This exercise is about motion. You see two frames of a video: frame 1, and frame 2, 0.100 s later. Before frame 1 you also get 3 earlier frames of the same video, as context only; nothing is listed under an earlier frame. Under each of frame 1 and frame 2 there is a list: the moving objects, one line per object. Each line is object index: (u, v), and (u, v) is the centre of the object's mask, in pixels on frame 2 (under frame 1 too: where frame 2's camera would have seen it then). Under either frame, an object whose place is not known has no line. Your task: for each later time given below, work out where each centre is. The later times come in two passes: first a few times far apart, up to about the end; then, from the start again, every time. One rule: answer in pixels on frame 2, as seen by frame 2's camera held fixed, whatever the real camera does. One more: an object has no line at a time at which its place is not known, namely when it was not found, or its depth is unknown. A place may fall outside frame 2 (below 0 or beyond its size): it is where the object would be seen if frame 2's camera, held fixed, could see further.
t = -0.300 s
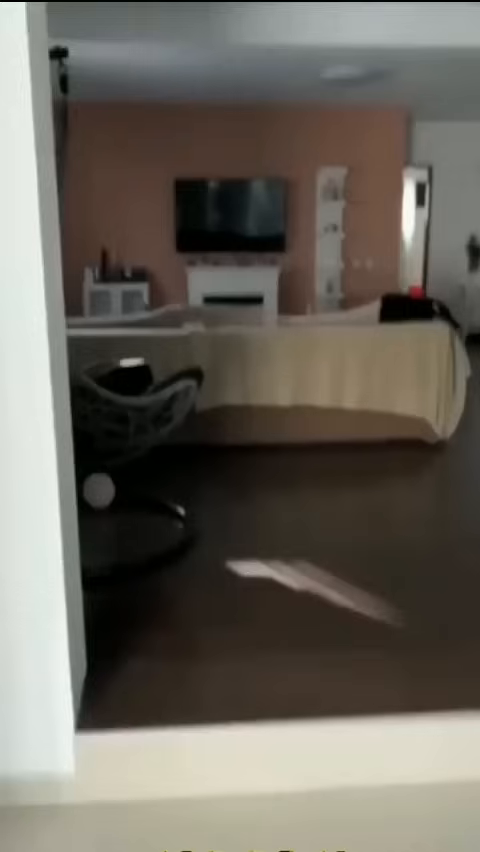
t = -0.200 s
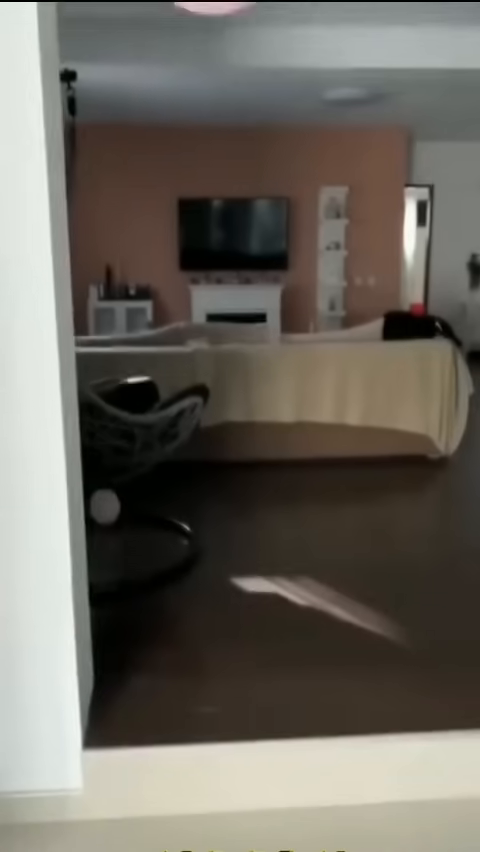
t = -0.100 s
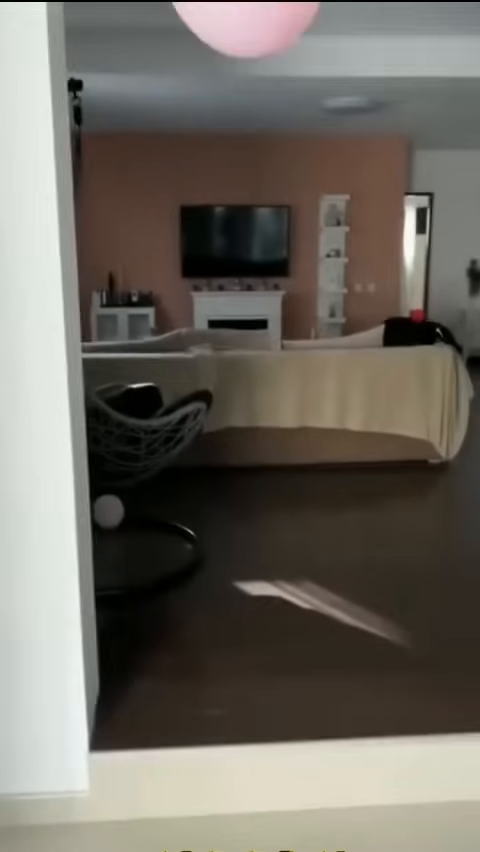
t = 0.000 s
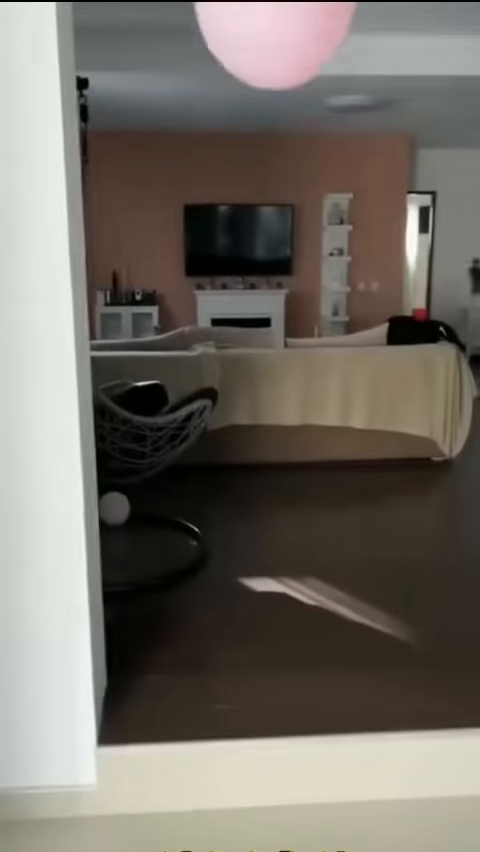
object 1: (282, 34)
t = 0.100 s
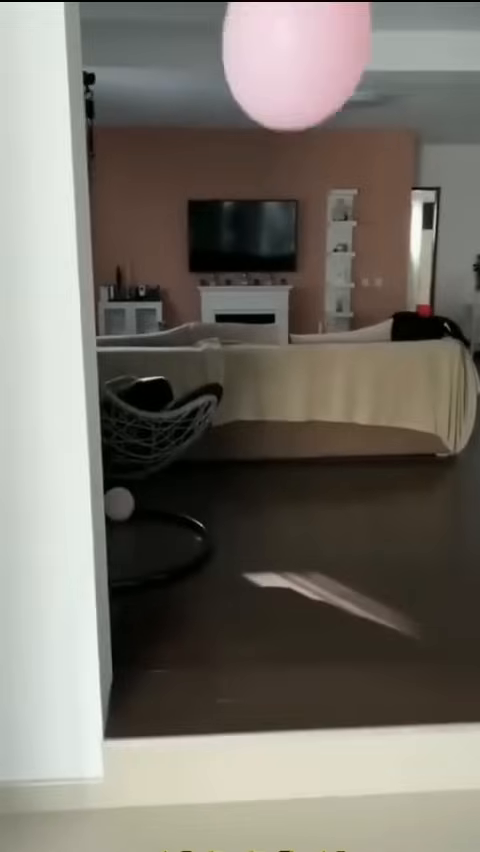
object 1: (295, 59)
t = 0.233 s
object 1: (302, 117)
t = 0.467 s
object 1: (309, 249)
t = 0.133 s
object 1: (297, 69)
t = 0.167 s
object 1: (299, 82)
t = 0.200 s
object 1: (300, 97)
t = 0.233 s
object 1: (302, 117)
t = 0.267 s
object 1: (303, 137)
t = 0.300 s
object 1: (304, 156)
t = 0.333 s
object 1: (305, 174)
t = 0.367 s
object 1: (306, 193)
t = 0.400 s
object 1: (308, 212)
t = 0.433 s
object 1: (308, 230)
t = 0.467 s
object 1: (309, 249)
